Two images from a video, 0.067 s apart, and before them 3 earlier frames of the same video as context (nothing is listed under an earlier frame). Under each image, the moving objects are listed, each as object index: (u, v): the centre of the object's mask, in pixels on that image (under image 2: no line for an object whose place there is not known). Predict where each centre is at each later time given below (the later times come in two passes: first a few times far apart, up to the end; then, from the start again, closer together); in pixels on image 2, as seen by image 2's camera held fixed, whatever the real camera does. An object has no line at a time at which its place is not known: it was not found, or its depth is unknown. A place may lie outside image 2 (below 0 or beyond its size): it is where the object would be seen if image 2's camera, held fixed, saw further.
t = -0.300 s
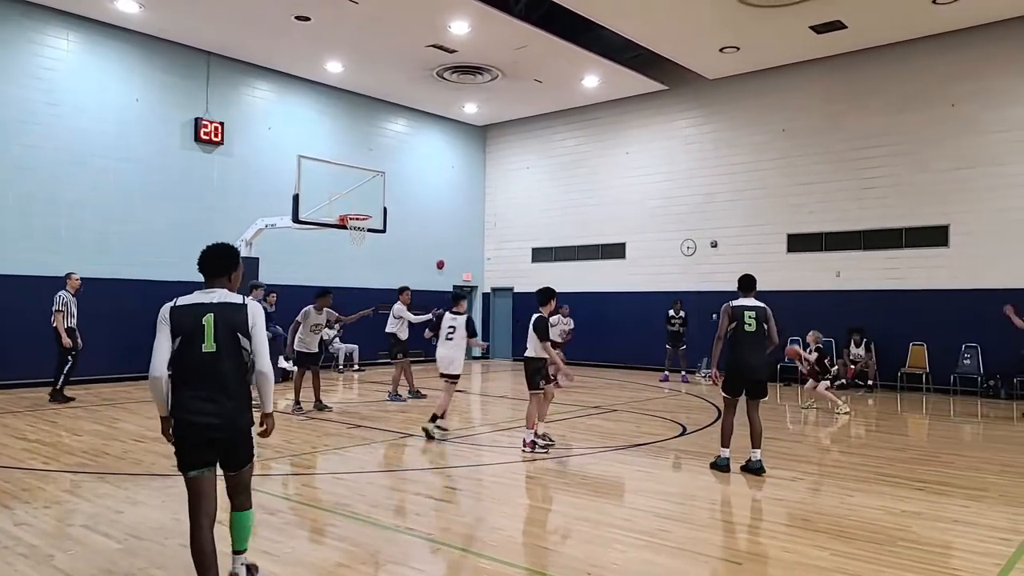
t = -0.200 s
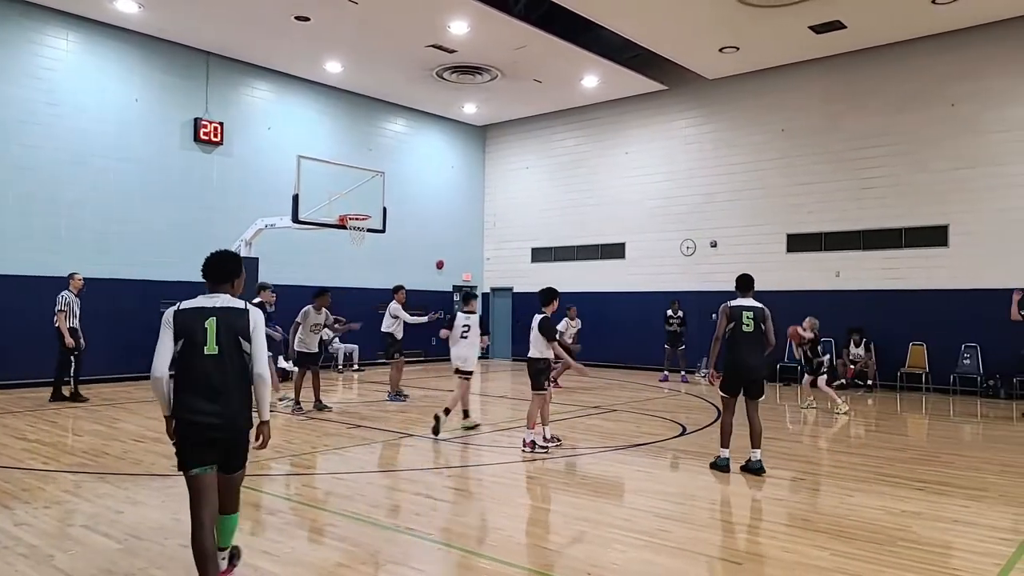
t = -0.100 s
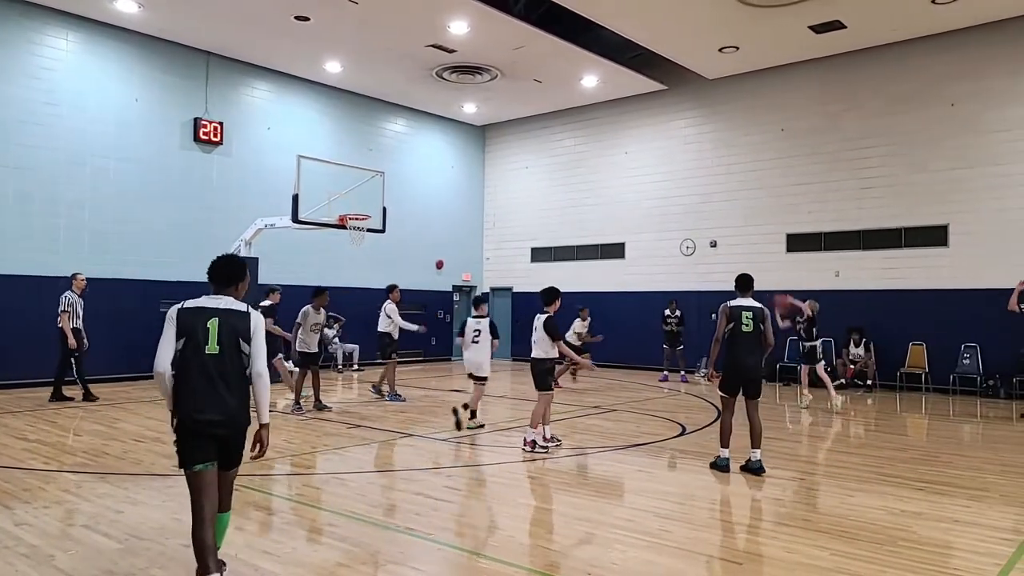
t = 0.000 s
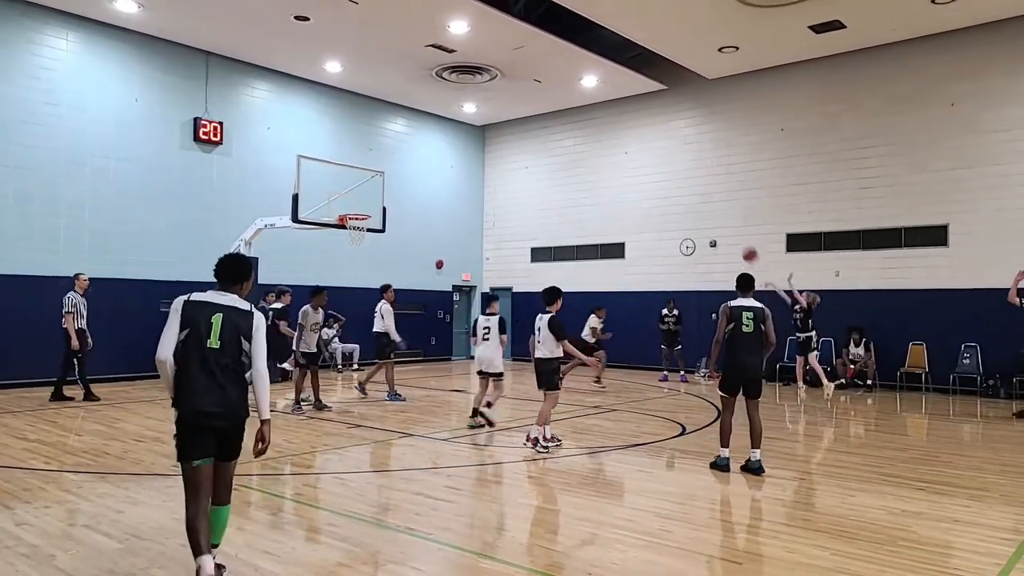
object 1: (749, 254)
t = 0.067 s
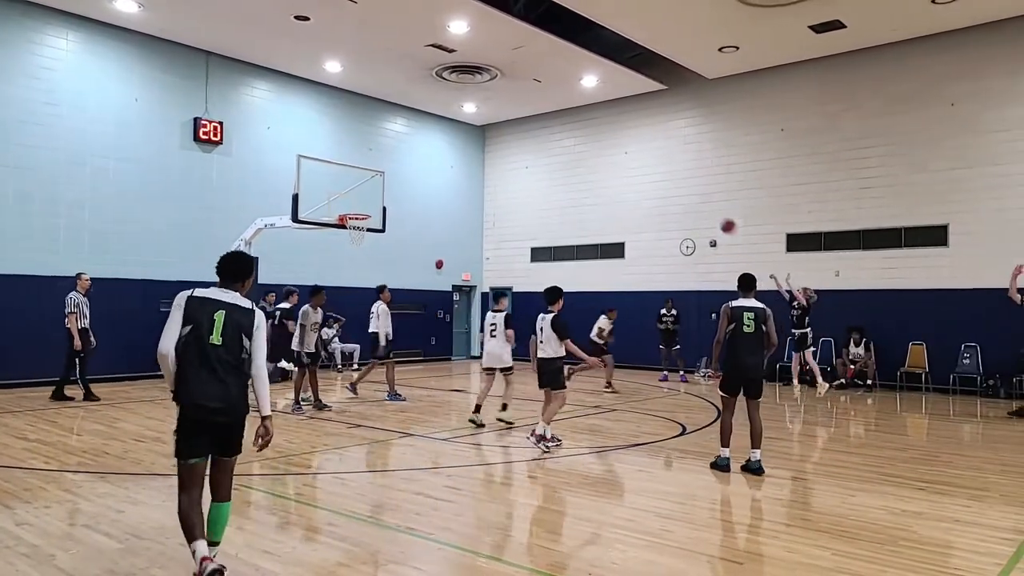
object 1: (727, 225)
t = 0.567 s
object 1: (571, 104)
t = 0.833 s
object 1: (494, 103)
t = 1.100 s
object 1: (422, 142)
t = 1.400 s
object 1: (351, 214)
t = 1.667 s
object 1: (361, 205)
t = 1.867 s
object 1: (368, 210)
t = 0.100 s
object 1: (716, 212)
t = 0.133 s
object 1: (705, 200)
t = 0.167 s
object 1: (695, 188)
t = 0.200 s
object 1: (684, 177)
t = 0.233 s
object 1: (673, 167)
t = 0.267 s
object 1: (662, 157)
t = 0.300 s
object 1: (652, 149)
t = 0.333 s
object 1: (642, 140)
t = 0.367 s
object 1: (631, 133)
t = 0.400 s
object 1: (621, 126)
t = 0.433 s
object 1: (611, 121)
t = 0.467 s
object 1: (601, 116)
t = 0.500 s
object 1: (592, 111)
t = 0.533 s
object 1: (581, 107)
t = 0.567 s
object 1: (571, 104)
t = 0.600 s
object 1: (561, 102)
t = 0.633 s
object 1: (551, 100)
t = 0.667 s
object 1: (542, 99)
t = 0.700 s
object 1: (532, 98)
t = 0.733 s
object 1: (522, 99)
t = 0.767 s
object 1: (513, 99)
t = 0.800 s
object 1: (504, 100)
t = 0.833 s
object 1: (494, 103)
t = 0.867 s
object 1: (485, 105)
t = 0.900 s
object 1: (477, 109)
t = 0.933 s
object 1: (466, 114)
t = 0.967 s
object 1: (457, 117)
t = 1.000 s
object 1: (448, 123)
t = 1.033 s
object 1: (440, 128)
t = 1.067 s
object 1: (431, 135)
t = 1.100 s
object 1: (422, 142)
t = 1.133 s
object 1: (413, 149)
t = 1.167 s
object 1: (404, 157)
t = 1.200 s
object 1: (395, 166)
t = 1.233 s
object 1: (387, 176)
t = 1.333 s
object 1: (361, 207)
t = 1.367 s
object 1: (354, 215)
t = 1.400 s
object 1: (351, 214)
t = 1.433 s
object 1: (355, 213)
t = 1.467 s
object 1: (363, 212)
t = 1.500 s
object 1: (364, 210)
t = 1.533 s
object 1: (363, 208)
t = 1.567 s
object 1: (363, 206)
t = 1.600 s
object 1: (362, 205)
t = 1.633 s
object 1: (361, 205)
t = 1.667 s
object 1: (361, 205)
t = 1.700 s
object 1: (360, 205)
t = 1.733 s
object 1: (361, 206)
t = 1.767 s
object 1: (362, 208)
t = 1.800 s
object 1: (364, 210)
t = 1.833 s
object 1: (365, 212)
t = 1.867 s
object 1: (368, 210)
